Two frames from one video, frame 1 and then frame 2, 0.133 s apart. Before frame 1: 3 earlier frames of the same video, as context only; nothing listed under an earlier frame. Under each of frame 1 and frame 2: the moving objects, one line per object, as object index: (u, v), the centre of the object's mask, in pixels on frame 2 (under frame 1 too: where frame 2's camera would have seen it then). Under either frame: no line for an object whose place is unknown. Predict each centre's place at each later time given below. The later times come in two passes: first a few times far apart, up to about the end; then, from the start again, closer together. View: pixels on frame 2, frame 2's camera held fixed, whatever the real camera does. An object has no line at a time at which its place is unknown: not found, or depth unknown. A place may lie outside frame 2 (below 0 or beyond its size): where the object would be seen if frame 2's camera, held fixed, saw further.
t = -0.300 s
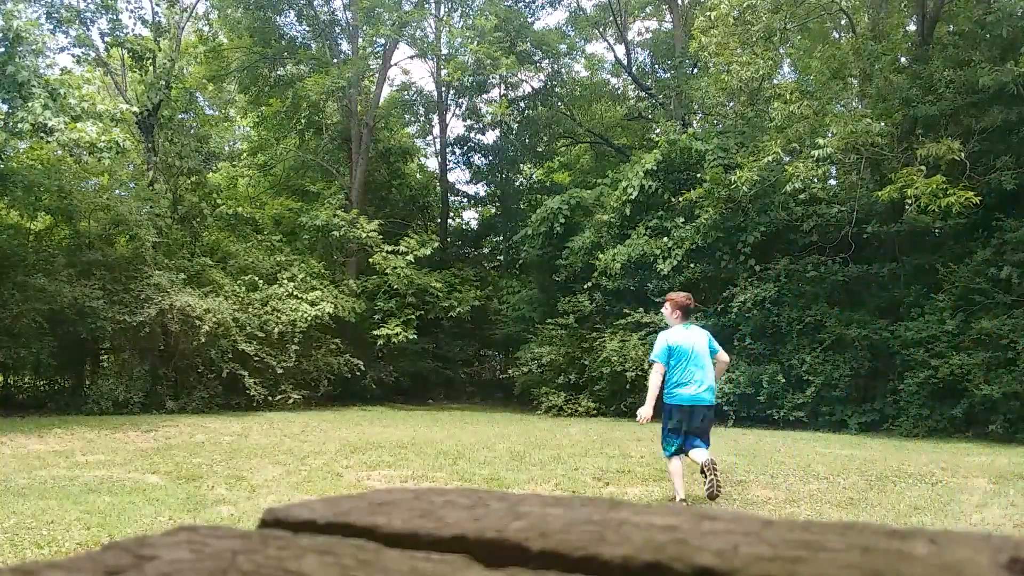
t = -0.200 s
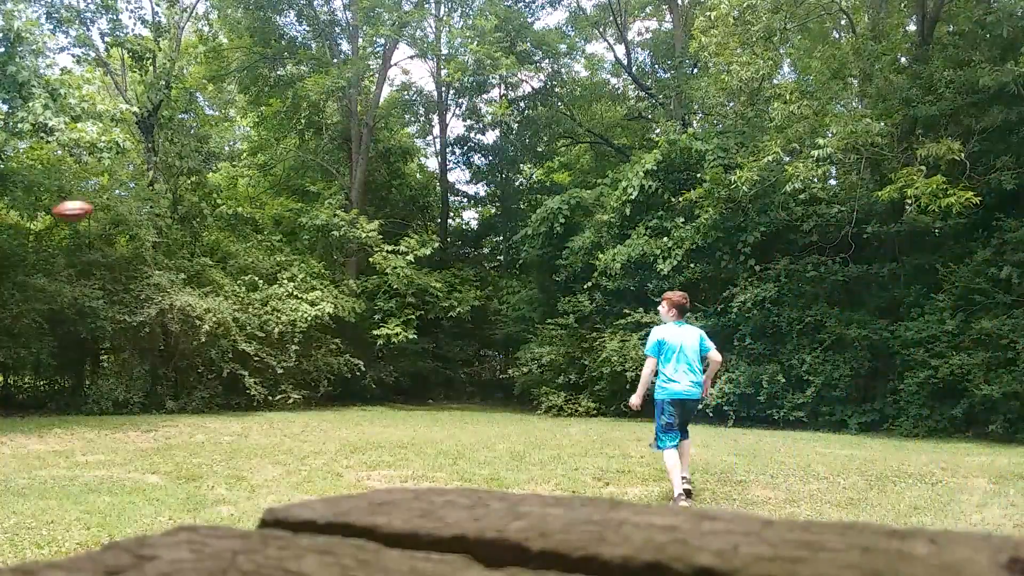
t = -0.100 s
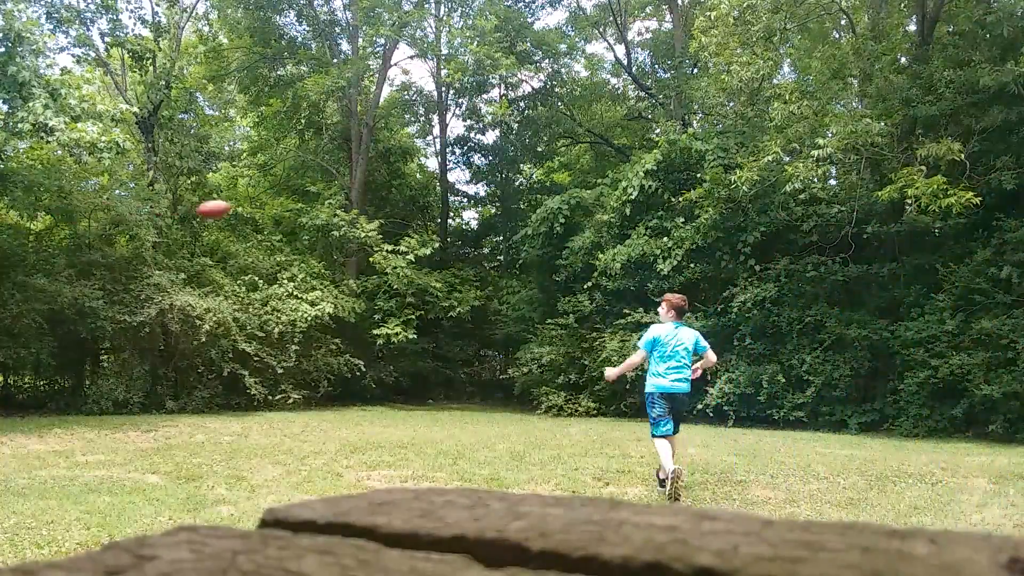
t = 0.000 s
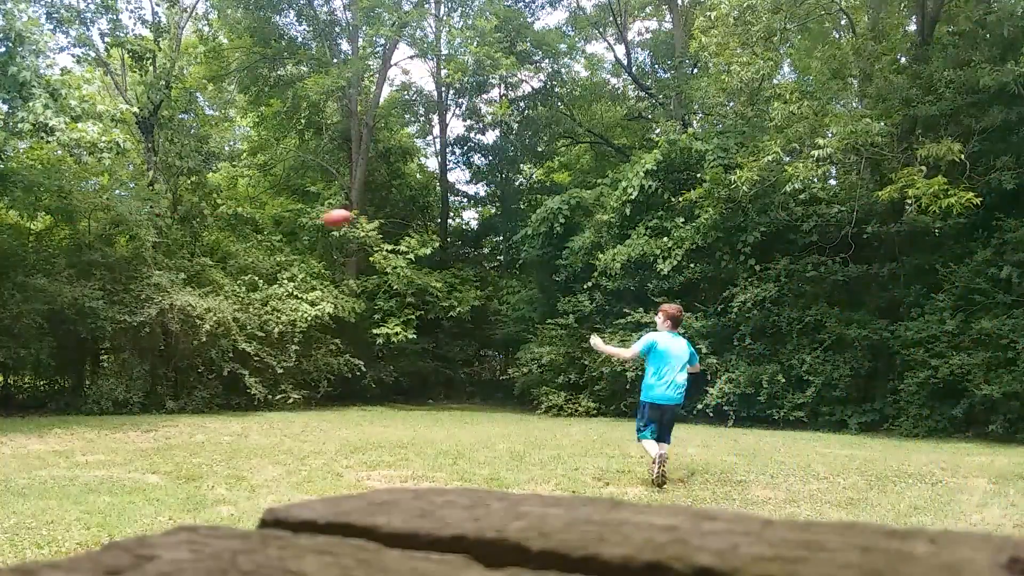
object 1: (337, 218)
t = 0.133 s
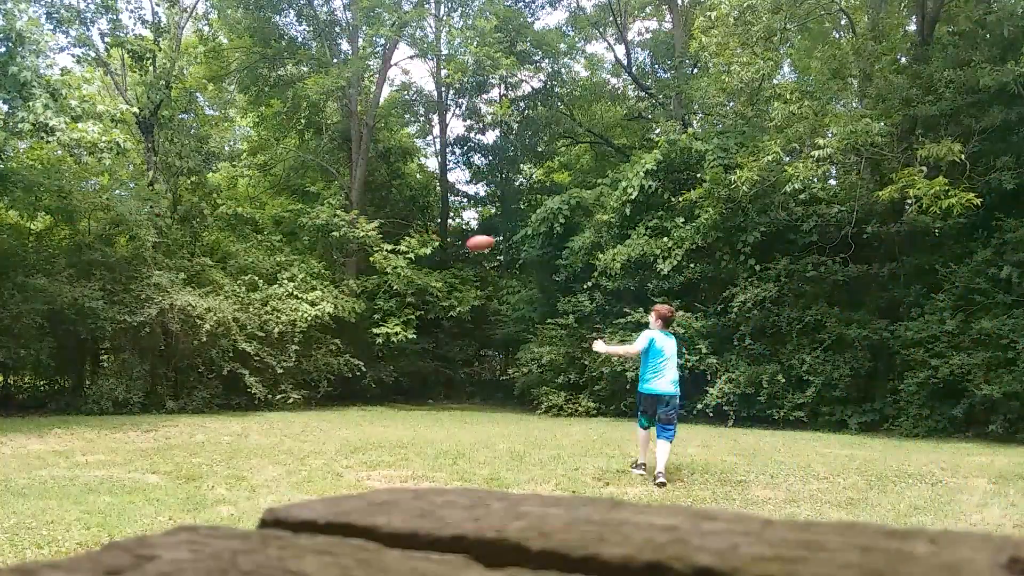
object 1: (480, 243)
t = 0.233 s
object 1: (575, 272)
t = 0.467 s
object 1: (763, 354)
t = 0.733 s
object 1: (915, 431)
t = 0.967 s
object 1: (935, 365)
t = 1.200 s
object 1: (952, 349)
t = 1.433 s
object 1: (970, 371)
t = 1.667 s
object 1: (983, 426)
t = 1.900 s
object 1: (977, 406)
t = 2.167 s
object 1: (967, 395)
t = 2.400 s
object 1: (961, 433)
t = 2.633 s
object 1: (946, 421)
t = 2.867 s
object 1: (931, 432)
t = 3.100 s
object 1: (916, 432)
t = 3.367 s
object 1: (909, 435)
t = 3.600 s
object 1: (908, 434)
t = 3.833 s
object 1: (909, 435)
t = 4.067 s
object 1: (909, 435)
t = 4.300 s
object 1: (909, 435)
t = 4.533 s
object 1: (909, 435)
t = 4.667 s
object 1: (909, 435)
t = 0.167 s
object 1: (513, 252)
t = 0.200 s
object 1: (544, 262)
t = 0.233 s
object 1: (575, 272)
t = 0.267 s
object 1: (604, 281)
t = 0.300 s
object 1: (633, 292)
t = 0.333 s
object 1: (661, 303)
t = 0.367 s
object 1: (687, 315)
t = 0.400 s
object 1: (713, 329)
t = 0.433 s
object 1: (739, 341)
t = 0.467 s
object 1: (763, 354)
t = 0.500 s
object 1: (788, 368)
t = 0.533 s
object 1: (811, 383)
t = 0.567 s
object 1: (833, 398)
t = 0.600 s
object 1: (857, 412)
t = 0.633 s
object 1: (879, 428)
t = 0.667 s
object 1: (900, 444)
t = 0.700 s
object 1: (912, 444)
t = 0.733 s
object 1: (915, 431)
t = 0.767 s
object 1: (919, 417)
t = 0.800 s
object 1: (922, 406)
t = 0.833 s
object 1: (924, 395)
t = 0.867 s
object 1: (927, 385)
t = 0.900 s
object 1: (930, 378)
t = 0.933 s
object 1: (932, 370)
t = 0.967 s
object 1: (935, 365)
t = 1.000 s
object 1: (937, 359)
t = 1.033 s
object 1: (940, 355)
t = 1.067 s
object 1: (943, 352)
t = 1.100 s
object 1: (945, 350)
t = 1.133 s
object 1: (946, 348)
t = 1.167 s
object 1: (948, 348)
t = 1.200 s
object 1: (952, 349)
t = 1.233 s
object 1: (954, 349)
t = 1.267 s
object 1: (957, 351)
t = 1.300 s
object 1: (959, 352)
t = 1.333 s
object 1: (962, 356)
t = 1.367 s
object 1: (965, 361)
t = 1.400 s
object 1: (967, 366)
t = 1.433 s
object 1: (970, 371)
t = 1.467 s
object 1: (973, 377)
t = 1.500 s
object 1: (975, 383)
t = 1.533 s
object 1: (974, 391)
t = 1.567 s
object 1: (974, 398)
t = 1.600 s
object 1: (975, 405)
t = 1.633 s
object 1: (981, 417)
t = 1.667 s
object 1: (983, 426)
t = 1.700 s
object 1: (984, 433)
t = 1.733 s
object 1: (982, 430)
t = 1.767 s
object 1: (981, 423)
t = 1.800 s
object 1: (980, 417)
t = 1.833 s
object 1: (978, 411)
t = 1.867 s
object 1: (978, 406)
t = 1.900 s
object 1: (977, 406)
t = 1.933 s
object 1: (979, 407)
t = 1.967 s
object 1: (977, 405)
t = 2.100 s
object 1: (967, 394)
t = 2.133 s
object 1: (969, 395)
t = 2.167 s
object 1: (967, 395)
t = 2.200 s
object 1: (966, 397)
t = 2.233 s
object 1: (965, 402)
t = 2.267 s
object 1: (963, 408)
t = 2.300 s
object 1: (961, 413)
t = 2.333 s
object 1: (961, 419)
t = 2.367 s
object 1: (960, 427)
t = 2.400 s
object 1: (961, 433)
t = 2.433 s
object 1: (959, 433)
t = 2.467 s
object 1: (956, 429)
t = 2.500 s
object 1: (954, 426)
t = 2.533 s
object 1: (952, 424)
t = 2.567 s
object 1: (949, 422)
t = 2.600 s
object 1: (947, 421)
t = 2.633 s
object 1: (946, 421)
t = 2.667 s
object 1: (942, 421)
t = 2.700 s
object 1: (941, 422)
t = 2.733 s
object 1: (940, 424)
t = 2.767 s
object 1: (938, 426)
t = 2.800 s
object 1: (935, 429)
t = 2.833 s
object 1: (933, 431)
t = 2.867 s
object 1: (931, 432)
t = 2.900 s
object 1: (925, 432)
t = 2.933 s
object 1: (922, 433)
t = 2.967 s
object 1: (921, 434)
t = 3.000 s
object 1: (918, 433)
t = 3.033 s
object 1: (917, 432)
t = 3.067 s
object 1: (917, 432)
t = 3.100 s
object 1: (916, 432)
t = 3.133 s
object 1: (915, 432)
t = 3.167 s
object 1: (915, 432)
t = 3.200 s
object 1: (913, 433)
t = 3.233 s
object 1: (911, 434)
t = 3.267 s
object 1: (911, 435)
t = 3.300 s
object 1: (910, 435)
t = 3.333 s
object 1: (909, 436)
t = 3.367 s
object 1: (909, 435)
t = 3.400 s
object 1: (909, 435)
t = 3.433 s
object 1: (908, 434)
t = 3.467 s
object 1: (909, 434)
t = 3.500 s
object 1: (908, 434)
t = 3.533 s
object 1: (909, 434)
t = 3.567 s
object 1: (909, 434)
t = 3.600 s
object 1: (908, 434)
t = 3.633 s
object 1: (909, 434)
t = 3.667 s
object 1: (909, 434)
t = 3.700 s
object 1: (909, 435)
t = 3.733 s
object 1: (909, 435)
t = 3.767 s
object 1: (909, 435)
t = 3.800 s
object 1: (909, 435)
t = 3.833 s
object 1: (909, 435)
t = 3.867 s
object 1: (910, 435)
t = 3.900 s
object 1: (909, 435)
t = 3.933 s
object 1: (910, 434)
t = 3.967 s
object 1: (910, 434)
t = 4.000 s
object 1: (909, 434)
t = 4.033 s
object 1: (909, 435)
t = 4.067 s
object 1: (909, 435)
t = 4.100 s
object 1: (909, 435)
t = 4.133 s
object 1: (909, 435)
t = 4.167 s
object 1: (909, 435)
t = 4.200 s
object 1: (909, 435)
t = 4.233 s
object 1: (909, 435)
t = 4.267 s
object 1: (909, 435)
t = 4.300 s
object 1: (909, 435)
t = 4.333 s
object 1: (908, 435)
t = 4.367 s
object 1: (909, 435)
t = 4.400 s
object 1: (909, 435)
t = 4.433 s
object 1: (908, 435)
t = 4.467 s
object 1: (908, 435)
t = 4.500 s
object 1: (909, 435)
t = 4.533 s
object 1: (909, 435)
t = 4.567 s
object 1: (909, 435)
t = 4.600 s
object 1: (909, 435)
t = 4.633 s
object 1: (909, 435)
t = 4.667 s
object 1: (909, 435)
